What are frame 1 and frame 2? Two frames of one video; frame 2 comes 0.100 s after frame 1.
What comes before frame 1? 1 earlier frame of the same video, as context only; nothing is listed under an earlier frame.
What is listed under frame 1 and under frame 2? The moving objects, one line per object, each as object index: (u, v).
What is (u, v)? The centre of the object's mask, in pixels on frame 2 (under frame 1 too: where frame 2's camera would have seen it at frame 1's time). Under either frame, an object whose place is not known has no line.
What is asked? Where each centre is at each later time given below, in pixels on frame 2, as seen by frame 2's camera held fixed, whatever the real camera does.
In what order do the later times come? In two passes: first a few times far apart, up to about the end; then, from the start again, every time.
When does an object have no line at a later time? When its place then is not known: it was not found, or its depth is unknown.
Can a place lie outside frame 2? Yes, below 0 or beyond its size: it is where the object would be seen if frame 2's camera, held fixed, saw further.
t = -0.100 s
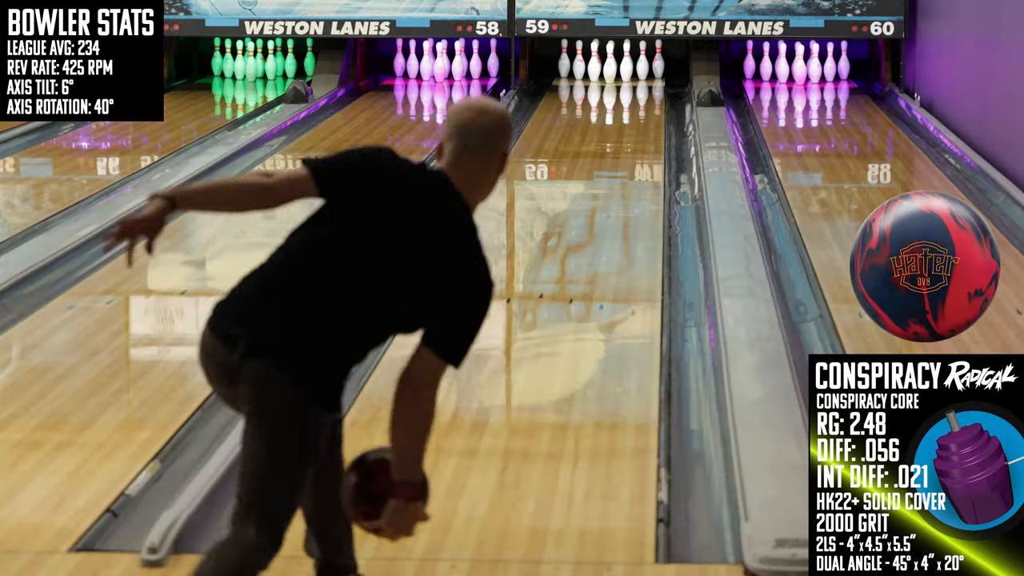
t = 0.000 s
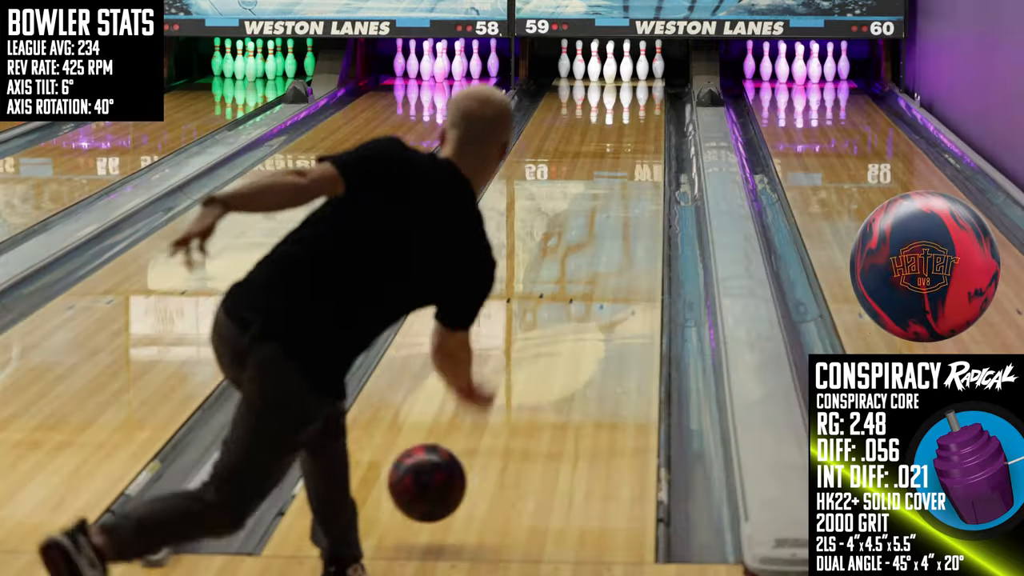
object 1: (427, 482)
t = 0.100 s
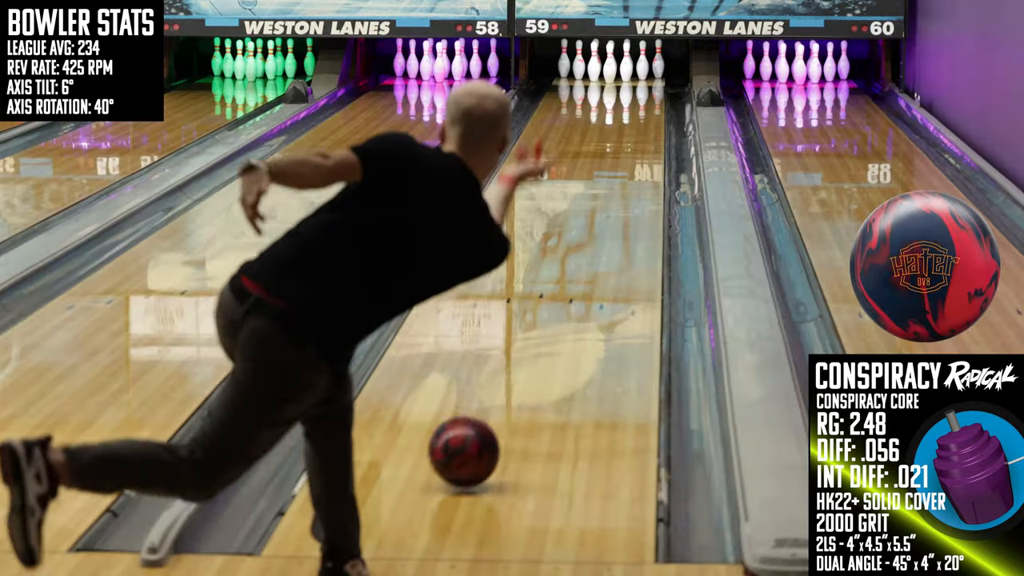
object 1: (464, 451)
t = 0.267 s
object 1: (511, 379)
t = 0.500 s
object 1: (558, 302)
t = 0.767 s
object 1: (595, 240)
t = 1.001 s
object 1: (618, 200)
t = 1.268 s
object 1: (636, 164)
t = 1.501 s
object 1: (645, 140)
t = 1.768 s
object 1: (649, 117)
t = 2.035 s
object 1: (645, 99)
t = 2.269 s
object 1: (633, 86)
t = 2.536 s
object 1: (615, 74)
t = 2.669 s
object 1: (610, 70)
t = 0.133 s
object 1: (474, 437)
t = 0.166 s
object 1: (485, 421)
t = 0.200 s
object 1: (494, 407)
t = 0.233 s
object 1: (503, 392)
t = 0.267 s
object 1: (511, 379)
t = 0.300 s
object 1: (519, 366)
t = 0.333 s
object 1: (527, 354)
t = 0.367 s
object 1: (534, 342)
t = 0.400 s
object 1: (541, 331)
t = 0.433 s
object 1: (547, 321)
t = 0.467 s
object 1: (553, 311)
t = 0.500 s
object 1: (558, 302)
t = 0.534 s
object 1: (554, 308)
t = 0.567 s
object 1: (573, 282)
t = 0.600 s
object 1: (574, 276)
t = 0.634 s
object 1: (579, 268)
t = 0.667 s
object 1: (583, 261)
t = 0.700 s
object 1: (587, 254)
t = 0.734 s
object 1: (591, 246)
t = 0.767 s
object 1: (595, 240)
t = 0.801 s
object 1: (599, 233)
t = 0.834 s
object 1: (603, 227)
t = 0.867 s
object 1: (606, 221)
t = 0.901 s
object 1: (609, 216)
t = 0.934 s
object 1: (612, 210)
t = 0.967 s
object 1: (615, 205)
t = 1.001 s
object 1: (618, 200)
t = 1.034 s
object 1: (621, 194)
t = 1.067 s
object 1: (624, 190)
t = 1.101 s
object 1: (626, 185)
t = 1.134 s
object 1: (628, 181)
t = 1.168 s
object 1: (631, 176)
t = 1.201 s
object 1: (633, 172)
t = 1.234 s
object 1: (635, 168)
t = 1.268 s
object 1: (636, 164)
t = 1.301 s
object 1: (638, 160)
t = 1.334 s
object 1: (640, 157)
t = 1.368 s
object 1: (641, 153)
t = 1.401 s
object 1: (642, 149)
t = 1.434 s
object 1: (643, 146)
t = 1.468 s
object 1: (645, 143)
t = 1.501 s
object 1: (645, 140)
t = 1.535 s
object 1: (646, 137)
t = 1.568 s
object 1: (647, 134)
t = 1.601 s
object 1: (648, 130)
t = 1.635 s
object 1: (648, 128)
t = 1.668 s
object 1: (649, 125)
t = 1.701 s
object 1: (649, 122)
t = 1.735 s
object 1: (649, 120)
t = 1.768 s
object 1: (649, 117)
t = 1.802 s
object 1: (649, 114)
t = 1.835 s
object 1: (649, 112)
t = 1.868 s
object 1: (648, 110)
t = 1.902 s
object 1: (648, 108)
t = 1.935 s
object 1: (647, 105)
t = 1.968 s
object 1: (647, 103)
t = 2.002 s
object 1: (646, 101)
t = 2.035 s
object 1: (645, 99)
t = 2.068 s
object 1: (643, 97)
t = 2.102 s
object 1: (642, 95)
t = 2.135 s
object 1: (640, 93)
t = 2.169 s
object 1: (639, 91)
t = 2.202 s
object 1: (637, 89)
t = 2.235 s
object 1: (635, 87)
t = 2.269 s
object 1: (633, 86)
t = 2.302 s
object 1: (631, 84)
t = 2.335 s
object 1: (629, 83)
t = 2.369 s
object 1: (626, 81)
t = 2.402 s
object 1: (624, 79)
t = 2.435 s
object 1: (622, 78)
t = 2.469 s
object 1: (620, 76)
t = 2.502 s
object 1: (617, 75)
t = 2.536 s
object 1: (615, 74)
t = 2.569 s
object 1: (615, 72)
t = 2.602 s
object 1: (615, 71)
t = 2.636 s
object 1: (612, 71)
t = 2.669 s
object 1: (610, 70)
